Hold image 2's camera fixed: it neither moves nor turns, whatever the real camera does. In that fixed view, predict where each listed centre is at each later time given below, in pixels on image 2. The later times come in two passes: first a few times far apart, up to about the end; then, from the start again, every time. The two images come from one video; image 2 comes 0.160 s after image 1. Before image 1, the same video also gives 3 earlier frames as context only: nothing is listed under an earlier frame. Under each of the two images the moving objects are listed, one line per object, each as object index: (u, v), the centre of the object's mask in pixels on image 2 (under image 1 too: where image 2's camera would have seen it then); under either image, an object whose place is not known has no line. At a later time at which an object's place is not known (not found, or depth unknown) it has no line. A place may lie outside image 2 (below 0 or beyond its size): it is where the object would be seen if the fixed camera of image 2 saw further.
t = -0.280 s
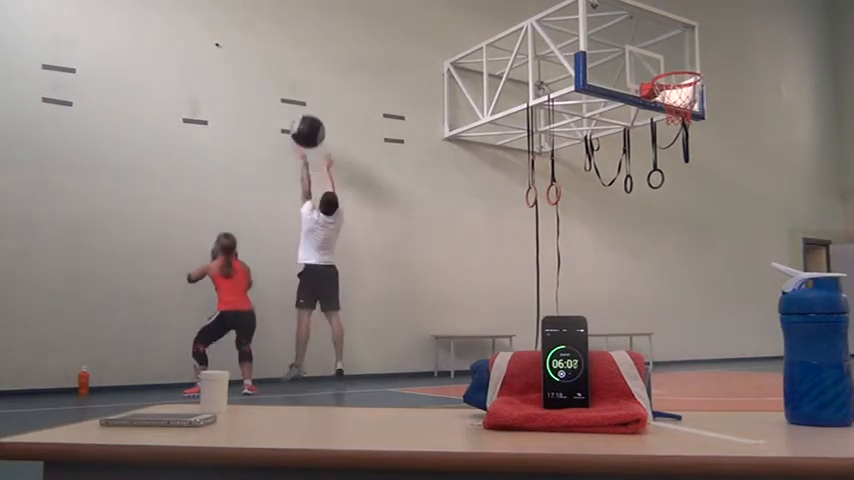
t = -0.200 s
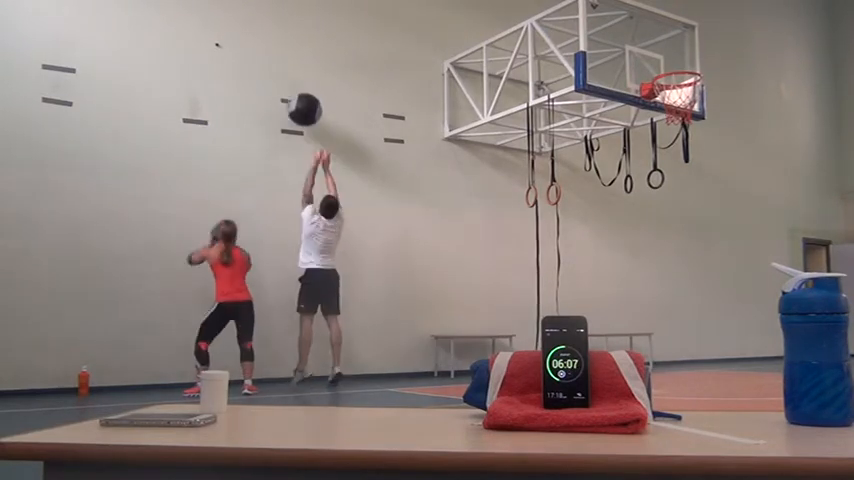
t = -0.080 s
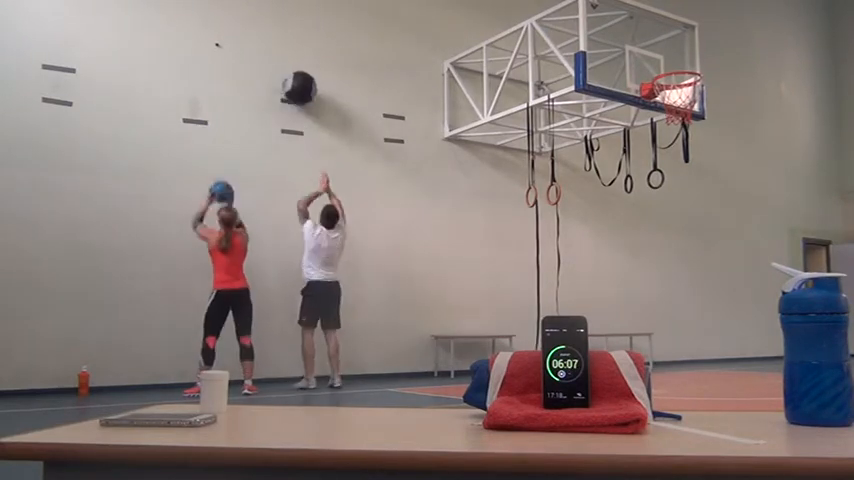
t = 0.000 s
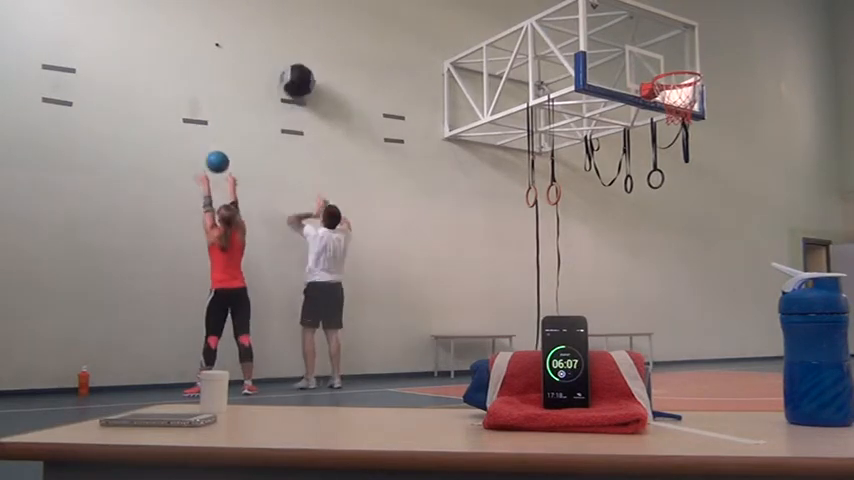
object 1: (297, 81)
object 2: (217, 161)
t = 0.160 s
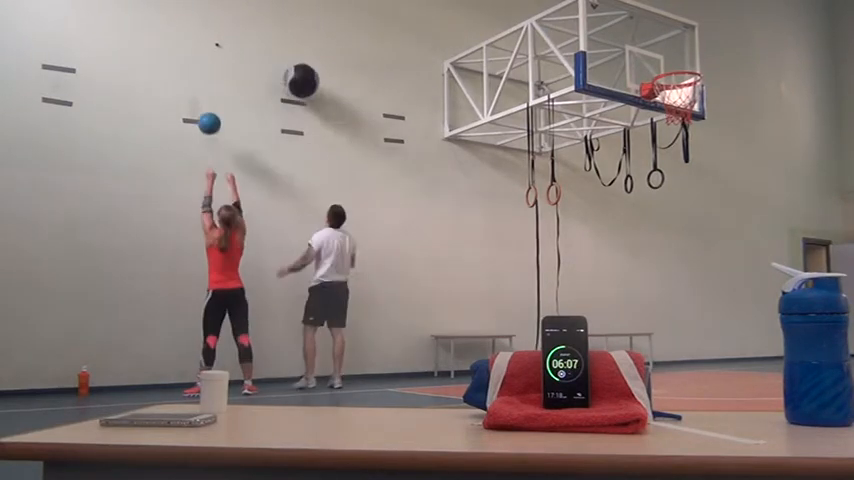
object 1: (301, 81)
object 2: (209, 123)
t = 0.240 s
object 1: (303, 89)
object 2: (204, 113)
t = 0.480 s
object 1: (309, 151)
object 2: (202, 113)
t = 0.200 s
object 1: (302, 84)
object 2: (207, 117)
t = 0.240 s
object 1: (303, 89)
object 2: (204, 113)
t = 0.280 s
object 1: (304, 95)
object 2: (203, 111)
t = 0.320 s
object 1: (305, 103)
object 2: (201, 110)
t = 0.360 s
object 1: (306, 112)
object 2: (199, 110)
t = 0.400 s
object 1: (307, 124)
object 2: (200, 110)
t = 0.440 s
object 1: (308, 136)
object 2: (201, 111)
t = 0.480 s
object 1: (309, 151)
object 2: (202, 113)
